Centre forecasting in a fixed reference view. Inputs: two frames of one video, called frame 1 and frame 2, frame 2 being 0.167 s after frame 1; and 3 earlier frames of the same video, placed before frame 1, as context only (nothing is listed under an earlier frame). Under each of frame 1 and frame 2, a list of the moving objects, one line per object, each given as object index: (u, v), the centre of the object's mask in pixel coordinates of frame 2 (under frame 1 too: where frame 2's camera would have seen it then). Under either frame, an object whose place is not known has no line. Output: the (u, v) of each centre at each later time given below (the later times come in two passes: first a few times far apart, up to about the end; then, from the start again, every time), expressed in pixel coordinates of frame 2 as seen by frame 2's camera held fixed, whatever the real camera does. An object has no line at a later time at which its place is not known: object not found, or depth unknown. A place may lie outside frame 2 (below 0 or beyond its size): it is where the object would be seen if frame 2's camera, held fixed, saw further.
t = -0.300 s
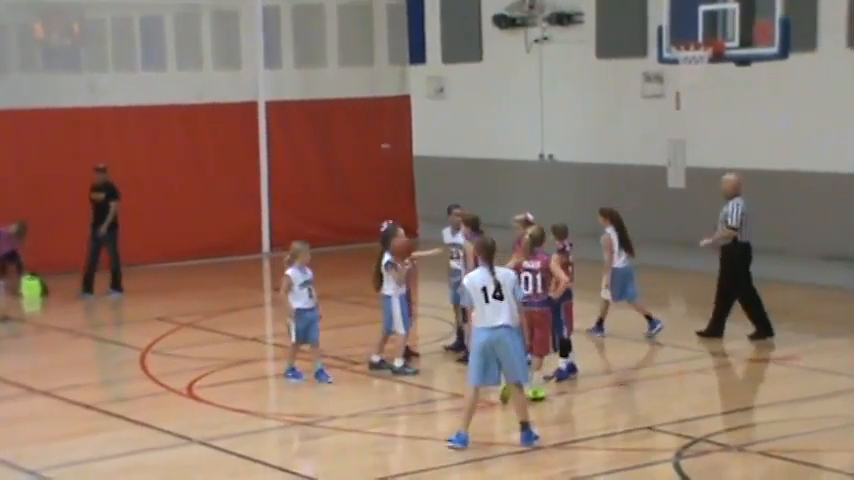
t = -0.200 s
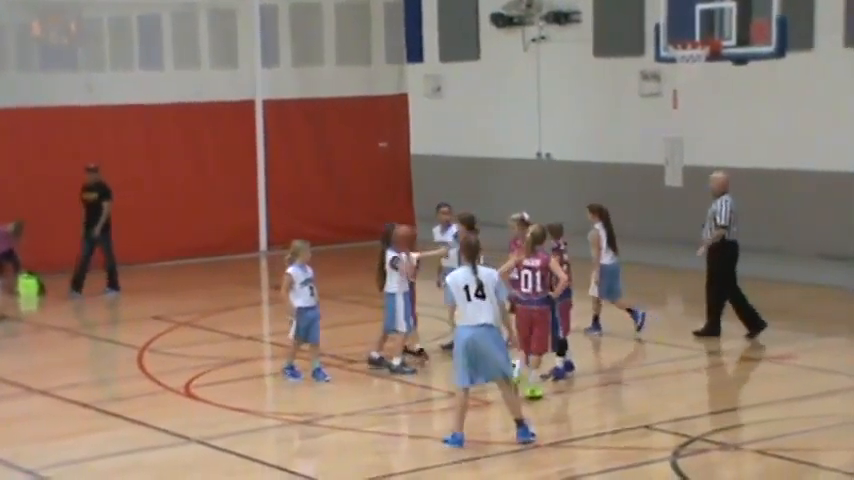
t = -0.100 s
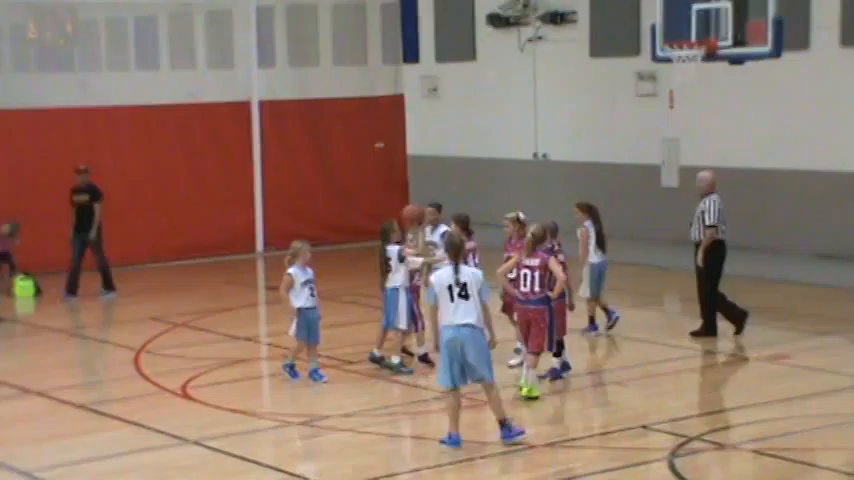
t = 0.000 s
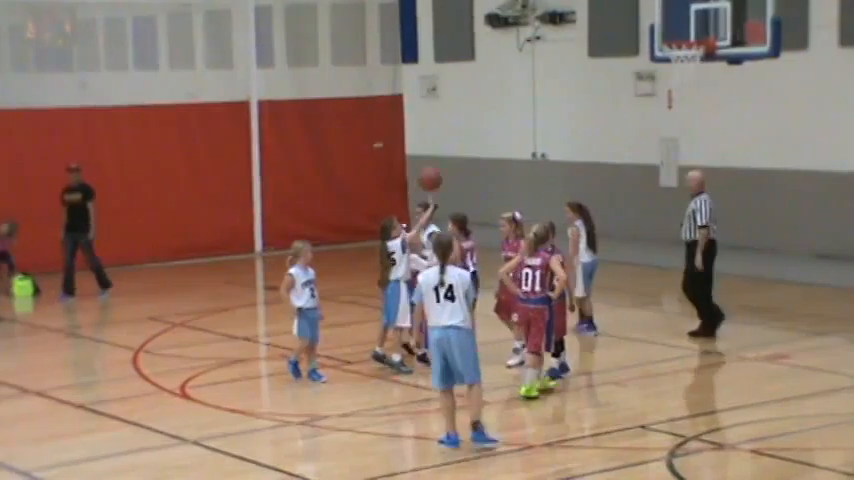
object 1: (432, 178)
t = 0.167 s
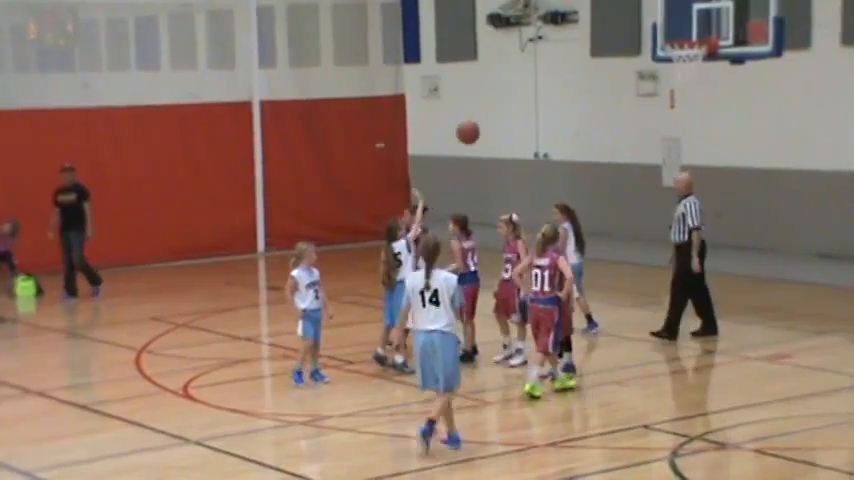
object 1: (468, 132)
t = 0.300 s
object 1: (495, 116)
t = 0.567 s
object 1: (549, 136)
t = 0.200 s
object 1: (474, 126)
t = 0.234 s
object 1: (481, 121)
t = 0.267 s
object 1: (488, 118)
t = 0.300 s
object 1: (495, 116)
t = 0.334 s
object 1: (502, 114)
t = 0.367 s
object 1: (509, 114)
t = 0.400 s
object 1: (516, 115)
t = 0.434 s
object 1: (522, 117)
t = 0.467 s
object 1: (529, 120)
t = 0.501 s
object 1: (535, 125)
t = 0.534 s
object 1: (542, 130)
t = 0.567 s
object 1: (549, 136)
